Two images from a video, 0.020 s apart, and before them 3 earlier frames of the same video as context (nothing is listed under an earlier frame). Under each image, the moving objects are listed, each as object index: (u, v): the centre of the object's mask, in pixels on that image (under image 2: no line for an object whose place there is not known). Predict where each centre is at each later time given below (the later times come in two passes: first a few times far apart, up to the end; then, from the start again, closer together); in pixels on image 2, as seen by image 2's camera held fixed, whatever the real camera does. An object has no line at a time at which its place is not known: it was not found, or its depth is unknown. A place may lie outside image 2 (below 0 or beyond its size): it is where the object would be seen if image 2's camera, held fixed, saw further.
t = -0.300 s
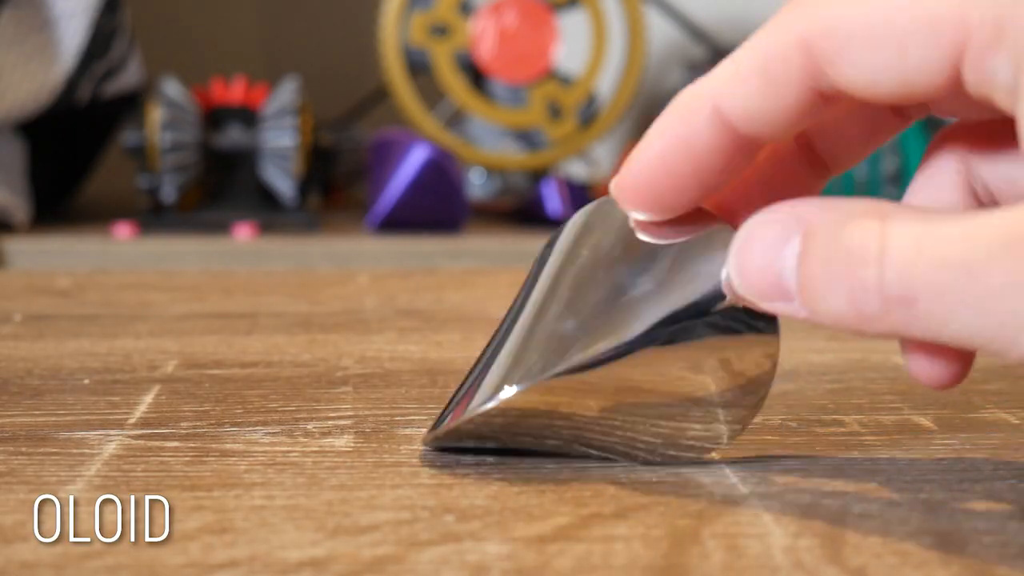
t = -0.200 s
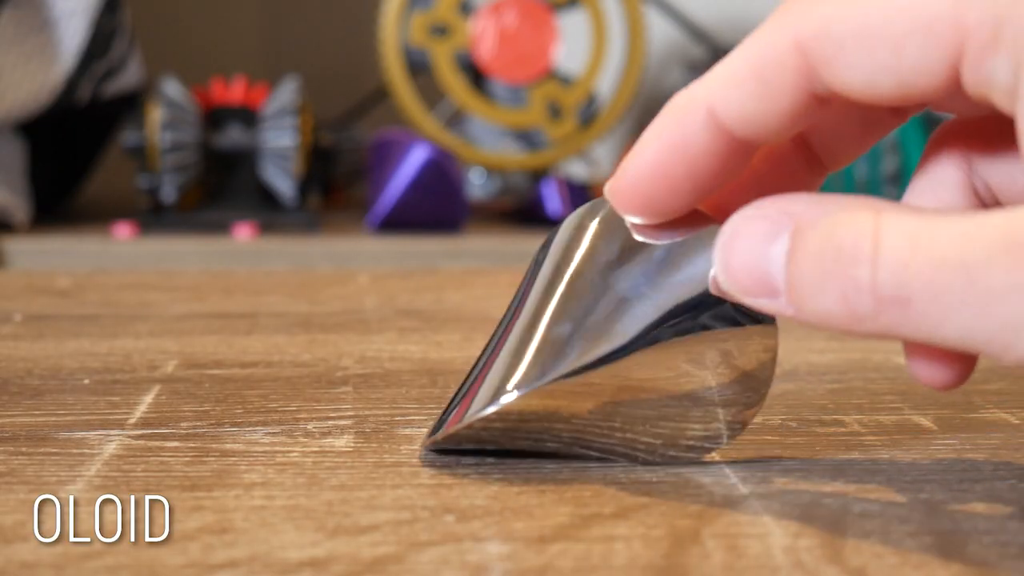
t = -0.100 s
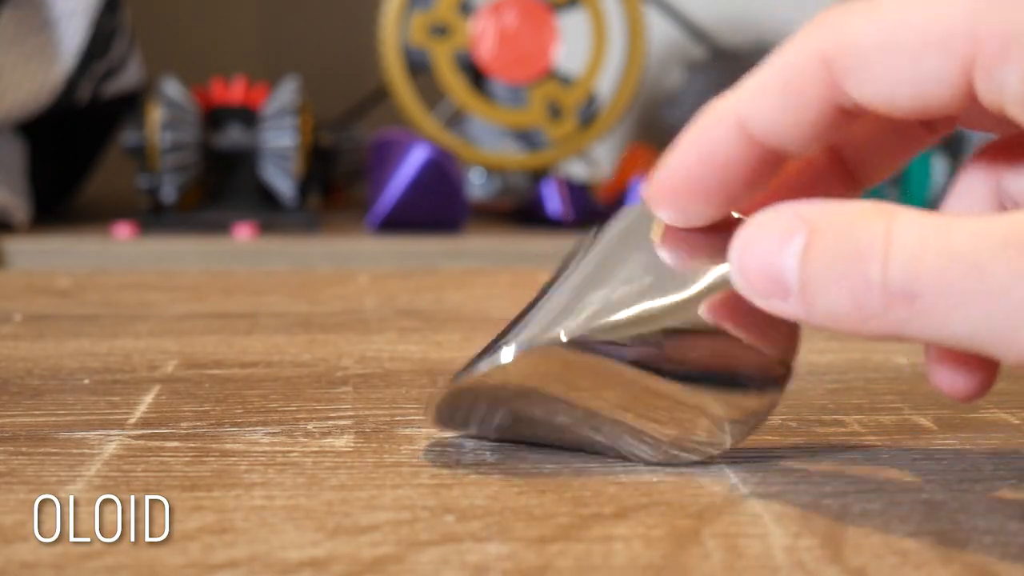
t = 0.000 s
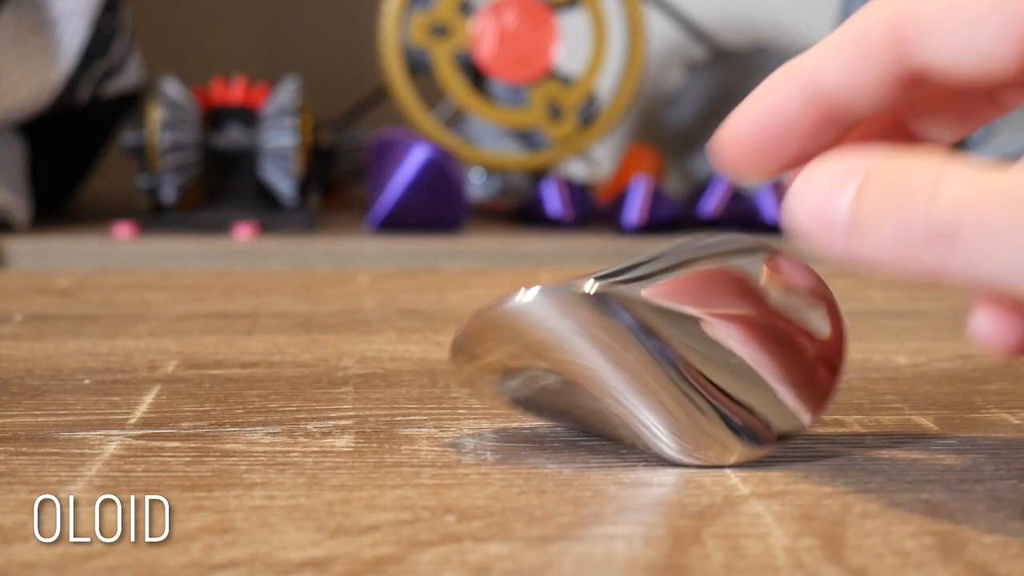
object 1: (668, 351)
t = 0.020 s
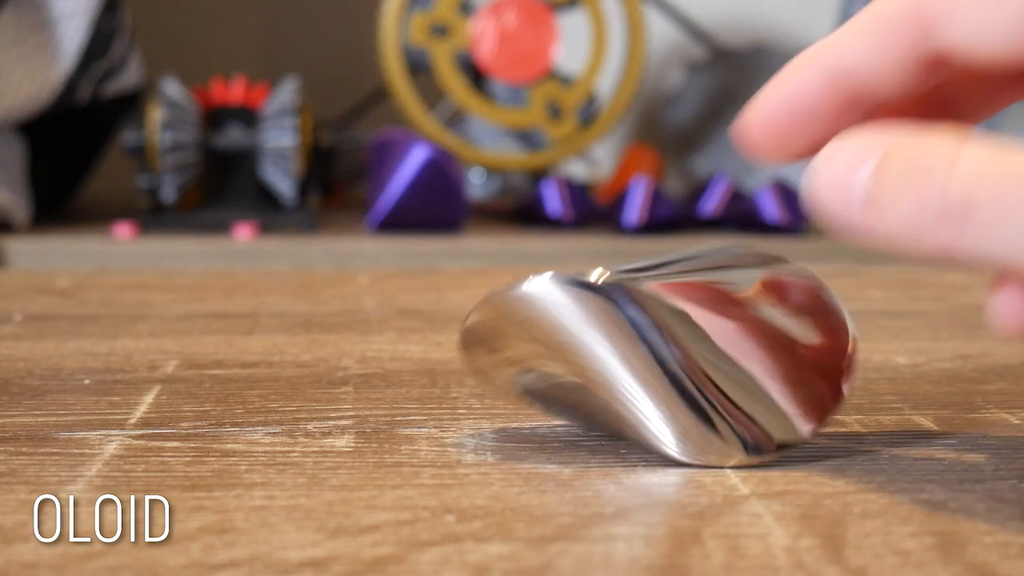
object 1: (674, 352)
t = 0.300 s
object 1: (698, 336)
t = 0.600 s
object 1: (656, 348)
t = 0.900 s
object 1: (641, 342)
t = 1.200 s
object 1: (692, 342)
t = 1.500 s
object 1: (671, 352)
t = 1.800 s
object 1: (640, 342)
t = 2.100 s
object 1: (688, 345)
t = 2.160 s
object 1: (690, 343)
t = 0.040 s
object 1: (678, 352)
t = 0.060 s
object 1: (682, 350)
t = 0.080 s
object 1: (685, 349)
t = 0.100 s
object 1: (688, 346)
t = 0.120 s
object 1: (690, 344)
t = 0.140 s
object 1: (692, 342)
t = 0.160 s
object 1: (694, 340)
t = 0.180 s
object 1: (695, 339)
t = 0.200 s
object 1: (696, 337)
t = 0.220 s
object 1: (697, 337)
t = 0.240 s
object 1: (697, 336)
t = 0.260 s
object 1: (698, 336)
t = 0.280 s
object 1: (698, 336)
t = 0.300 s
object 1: (698, 336)
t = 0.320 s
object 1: (697, 336)
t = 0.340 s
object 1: (696, 337)
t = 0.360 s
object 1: (696, 338)
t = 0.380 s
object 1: (694, 339)
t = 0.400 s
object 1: (693, 341)
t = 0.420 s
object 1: (691, 343)
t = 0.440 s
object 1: (688, 344)
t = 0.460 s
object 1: (686, 347)
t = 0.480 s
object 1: (683, 349)
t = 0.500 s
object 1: (680, 350)
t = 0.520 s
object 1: (674, 352)
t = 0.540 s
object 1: (671, 352)
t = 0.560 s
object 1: (666, 351)
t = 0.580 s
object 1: (661, 349)
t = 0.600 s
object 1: (656, 348)
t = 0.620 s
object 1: (651, 347)
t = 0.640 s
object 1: (647, 345)
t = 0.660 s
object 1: (643, 344)
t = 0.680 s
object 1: (640, 343)
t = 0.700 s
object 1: (638, 342)
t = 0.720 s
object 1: (636, 341)
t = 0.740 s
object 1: (634, 341)
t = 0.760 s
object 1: (633, 340)
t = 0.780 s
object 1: (633, 340)
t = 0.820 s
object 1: (633, 340)
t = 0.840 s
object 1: (634, 341)
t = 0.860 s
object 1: (636, 341)
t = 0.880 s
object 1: (638, 342)
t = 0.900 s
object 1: (641, 342)
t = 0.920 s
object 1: (644, 343)
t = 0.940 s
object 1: (647, 344)
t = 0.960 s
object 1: (651, 346)
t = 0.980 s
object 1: (657, 347)
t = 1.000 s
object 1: (662, 349)
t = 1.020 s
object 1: (667, 350)
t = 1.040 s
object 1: (672, 352)
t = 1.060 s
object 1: (675, 352)
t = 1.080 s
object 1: (679, 351)
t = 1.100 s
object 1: (682, 350)
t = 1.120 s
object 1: (685, 348)
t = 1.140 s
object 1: (687, 346)
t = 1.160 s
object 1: (689, 344)
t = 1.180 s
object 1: (691, 343)
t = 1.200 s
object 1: (692, 342)
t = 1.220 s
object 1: (693, 341)
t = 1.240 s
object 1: (693, 340)
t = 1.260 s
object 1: (694, 340)
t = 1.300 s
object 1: (693, 340)
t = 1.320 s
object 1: (693, 341)
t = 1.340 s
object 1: (692, 342)
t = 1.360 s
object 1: (690, 343)
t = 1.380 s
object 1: (689, 344)
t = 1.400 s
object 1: (687, 346)
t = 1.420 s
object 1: (684, 348)
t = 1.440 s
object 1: (682, 350)
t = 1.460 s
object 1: (679, 351)
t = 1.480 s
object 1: (674, 352)
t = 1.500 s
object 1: (671, 352)
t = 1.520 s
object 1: (666, 351)
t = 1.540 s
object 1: (662, 350)
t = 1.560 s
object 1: (658, 348)
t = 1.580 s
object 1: (653, 348)
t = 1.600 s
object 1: (649, 346)
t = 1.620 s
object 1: (646, 345)
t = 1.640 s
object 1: (643, 344)
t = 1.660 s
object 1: (641, 343)
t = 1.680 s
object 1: (639, 342)
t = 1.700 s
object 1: (638, 342)
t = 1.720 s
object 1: (637, 342)
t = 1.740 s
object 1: (637, 342)
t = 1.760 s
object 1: (637, 342)
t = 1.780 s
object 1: (638, 342)
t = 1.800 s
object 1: (640, 342)
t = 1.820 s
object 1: (641, 343)
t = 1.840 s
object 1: (644, 344)
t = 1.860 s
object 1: (647, 345)
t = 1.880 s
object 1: (651, 346)
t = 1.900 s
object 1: (655, 347)
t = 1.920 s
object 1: (660, 348)
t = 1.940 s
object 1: (665, 349)
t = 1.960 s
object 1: (669, 351)
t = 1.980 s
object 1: (673, 352)
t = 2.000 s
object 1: (676, 352)
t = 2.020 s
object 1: (680, 351)
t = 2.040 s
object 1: (682, 350)
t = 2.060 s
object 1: (684, 349)
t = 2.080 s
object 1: (686, 347)
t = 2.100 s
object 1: (688, 345)
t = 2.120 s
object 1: (689, 344)
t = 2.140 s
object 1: (690, 344)
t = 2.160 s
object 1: (690, 343)
